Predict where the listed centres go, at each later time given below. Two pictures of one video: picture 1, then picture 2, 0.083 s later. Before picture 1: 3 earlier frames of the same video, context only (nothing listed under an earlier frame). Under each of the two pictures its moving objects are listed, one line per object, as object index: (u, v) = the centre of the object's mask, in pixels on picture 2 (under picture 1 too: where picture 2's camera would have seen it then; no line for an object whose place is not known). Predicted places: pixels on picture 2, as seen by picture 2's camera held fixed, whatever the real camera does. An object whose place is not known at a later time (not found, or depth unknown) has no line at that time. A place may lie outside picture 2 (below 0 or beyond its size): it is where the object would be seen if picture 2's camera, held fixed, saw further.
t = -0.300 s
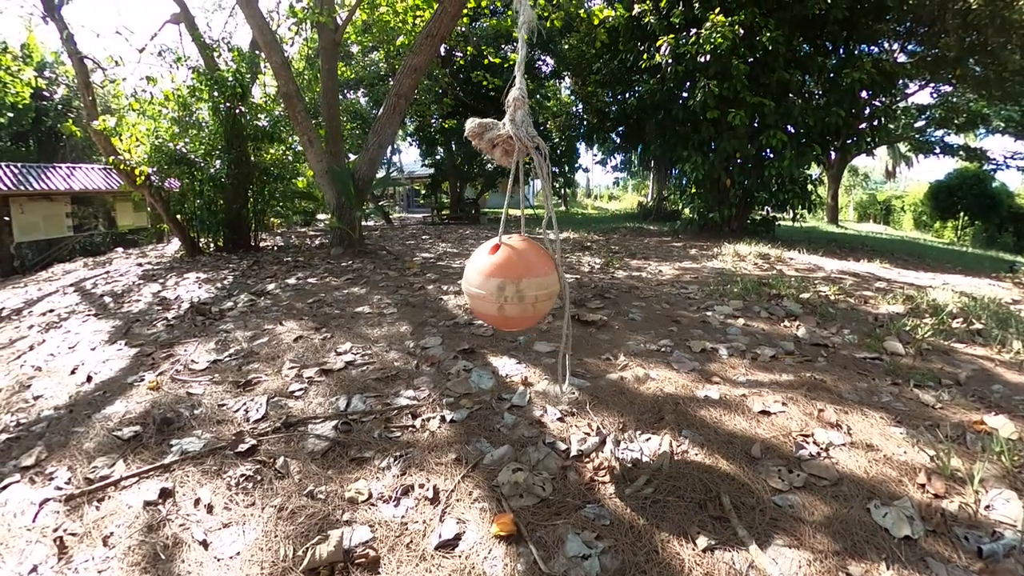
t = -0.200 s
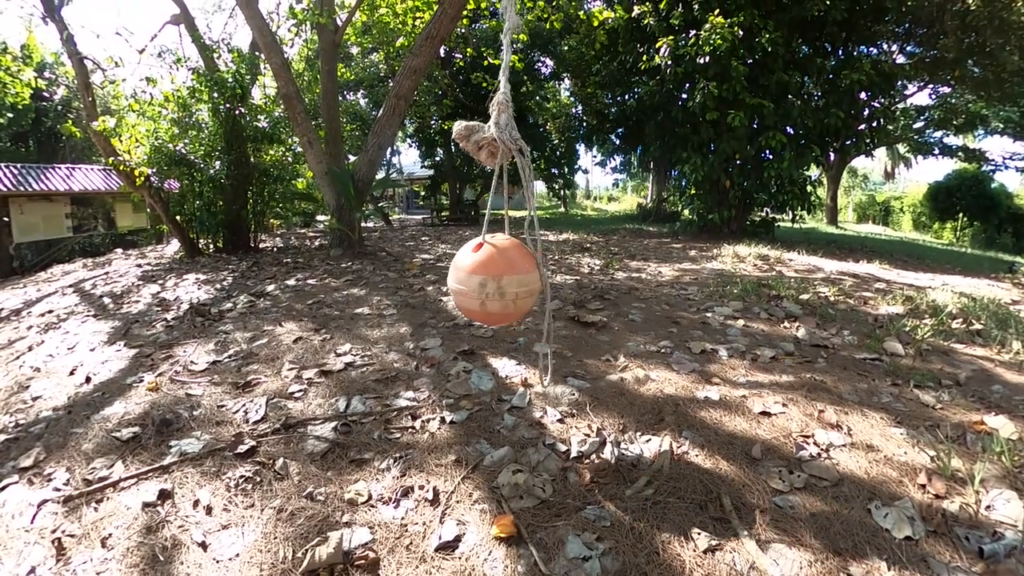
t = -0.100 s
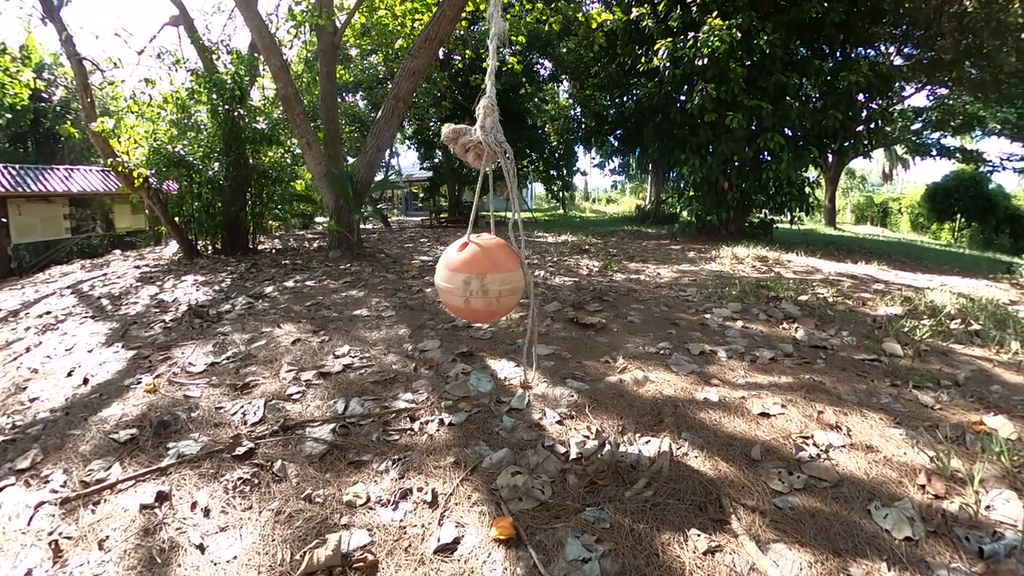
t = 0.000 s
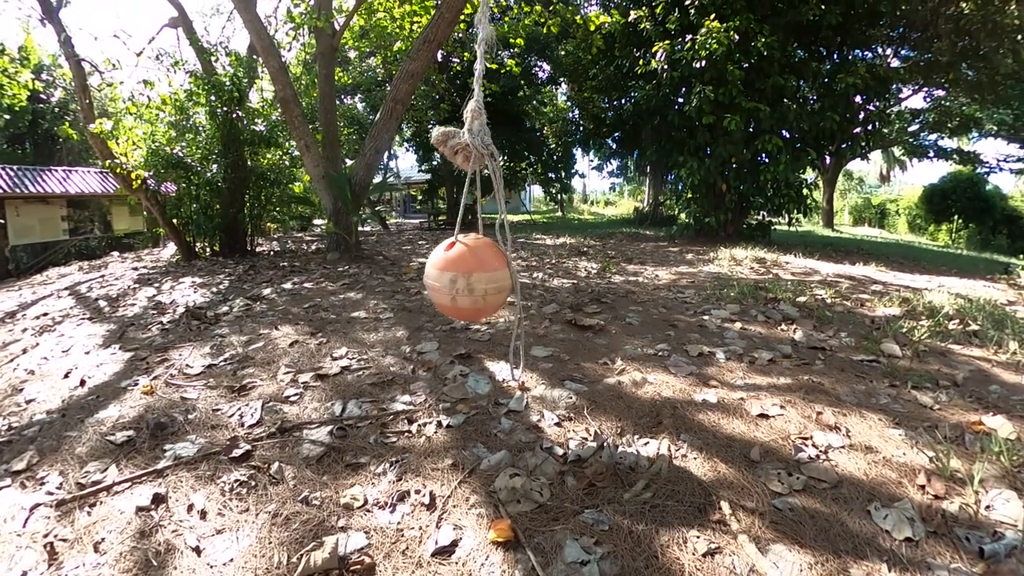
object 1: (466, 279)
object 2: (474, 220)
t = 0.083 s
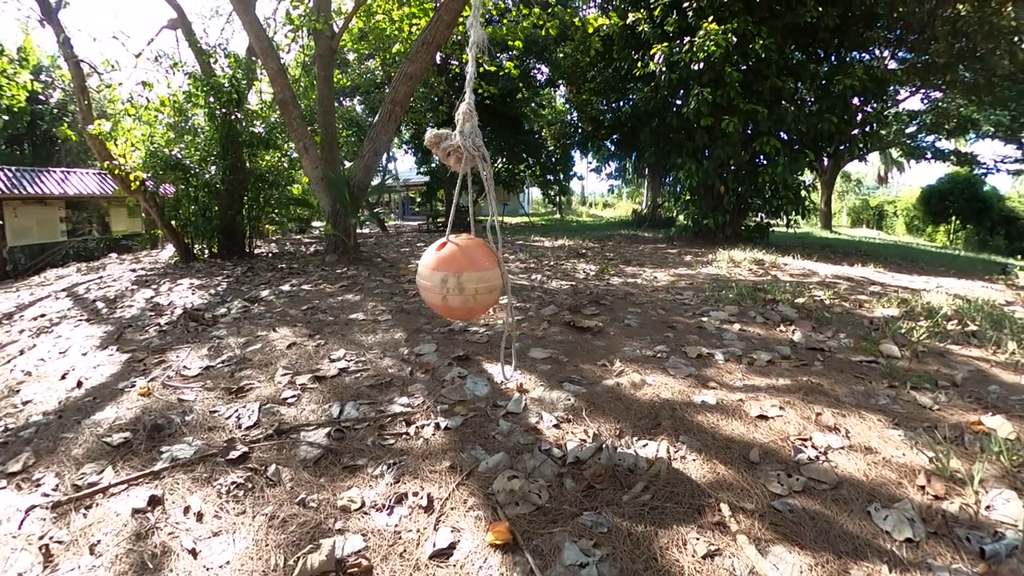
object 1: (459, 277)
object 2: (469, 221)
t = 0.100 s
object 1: (458, 277)
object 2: (468, 221)
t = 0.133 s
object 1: (456, 277)
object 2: (465, 221)
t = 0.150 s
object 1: (456, 276)
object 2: (465, 221)
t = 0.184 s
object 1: (454, 276)
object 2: (463, 221)
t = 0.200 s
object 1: (454, 276)
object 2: (464, 222)
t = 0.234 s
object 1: (452, 276)
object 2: (461, 221)
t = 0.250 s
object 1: (452, 276)
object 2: (461, 221)
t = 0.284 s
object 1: (451, 275)
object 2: (460, 221)
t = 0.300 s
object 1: (451, 275)
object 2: (460, 221)
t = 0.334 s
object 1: (451, 275)
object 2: (459, 219)
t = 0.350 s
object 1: (451, 275)
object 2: (460, 220)
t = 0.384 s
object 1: (451, 275)
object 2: (459, 221)
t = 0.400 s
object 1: (451, 276)
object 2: (459, 219)
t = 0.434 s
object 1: (451, 276)
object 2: (460, 221)
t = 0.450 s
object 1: (451, 276)
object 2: (462, 217)
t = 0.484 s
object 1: (452, 276)
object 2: (462, 217)
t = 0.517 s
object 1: (453, 276)
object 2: (462, 222)
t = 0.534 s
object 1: (453, 277)
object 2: (462, 234)
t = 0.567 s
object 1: (455, 277)
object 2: (464, 223)
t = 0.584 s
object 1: (456, 277)
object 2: (465, 224)
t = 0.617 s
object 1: (458, 278)
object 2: (466, 234)
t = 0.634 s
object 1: (459, 278)
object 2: (468, 225)
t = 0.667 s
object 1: (461, 279)
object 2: (470, 226)
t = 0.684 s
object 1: (462, 279)
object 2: (471, 226)
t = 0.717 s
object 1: (464, 280)
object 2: (474, 225)
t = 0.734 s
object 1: (466, 280)
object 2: (475, 224)
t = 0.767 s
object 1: (469, 281)
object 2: (478, 224)
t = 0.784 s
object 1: (471, 281)
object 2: (480, 225)
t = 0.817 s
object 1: (475, 283)
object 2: (486, 226)
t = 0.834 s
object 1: (476, 283)
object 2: (487, 225)
